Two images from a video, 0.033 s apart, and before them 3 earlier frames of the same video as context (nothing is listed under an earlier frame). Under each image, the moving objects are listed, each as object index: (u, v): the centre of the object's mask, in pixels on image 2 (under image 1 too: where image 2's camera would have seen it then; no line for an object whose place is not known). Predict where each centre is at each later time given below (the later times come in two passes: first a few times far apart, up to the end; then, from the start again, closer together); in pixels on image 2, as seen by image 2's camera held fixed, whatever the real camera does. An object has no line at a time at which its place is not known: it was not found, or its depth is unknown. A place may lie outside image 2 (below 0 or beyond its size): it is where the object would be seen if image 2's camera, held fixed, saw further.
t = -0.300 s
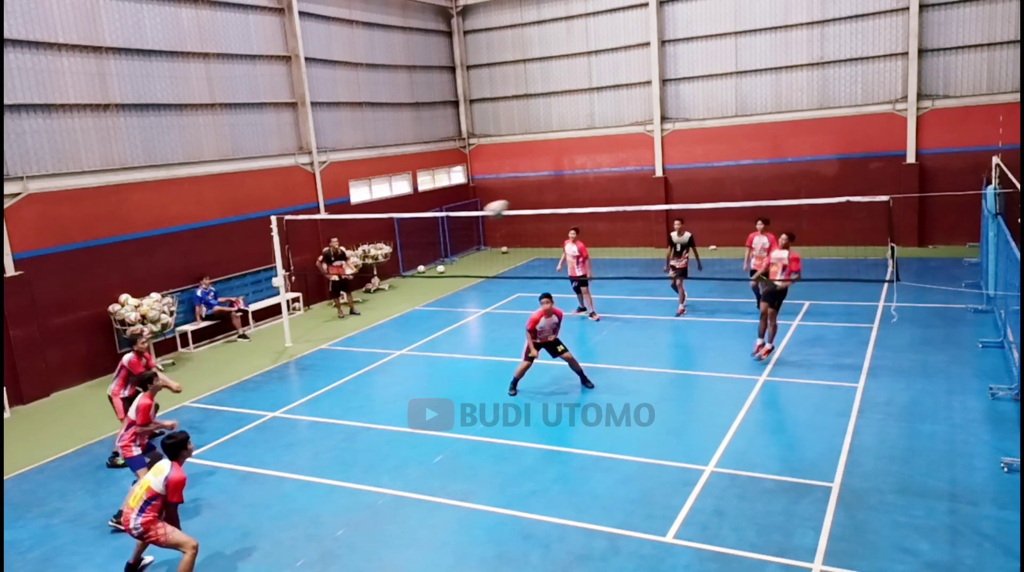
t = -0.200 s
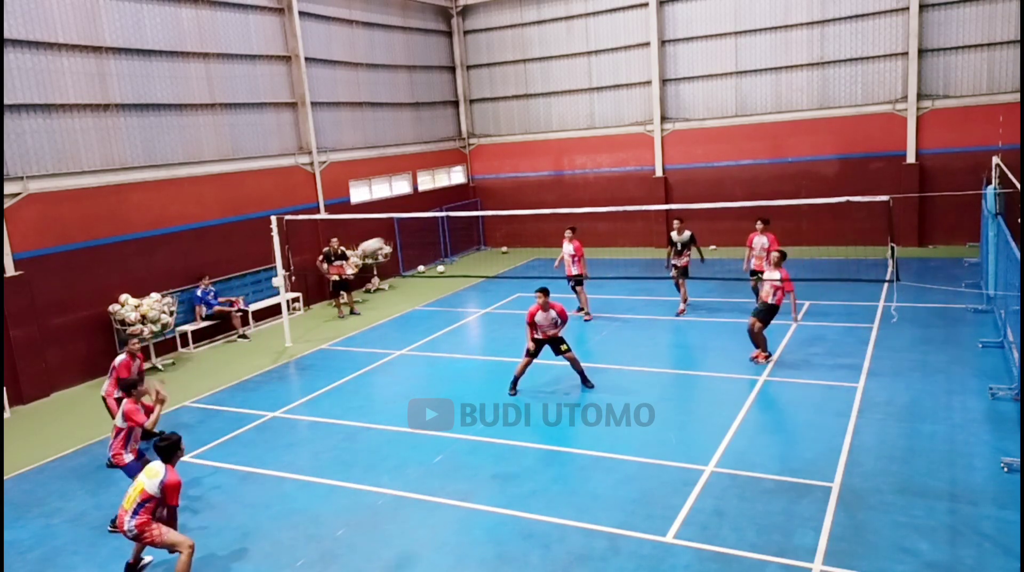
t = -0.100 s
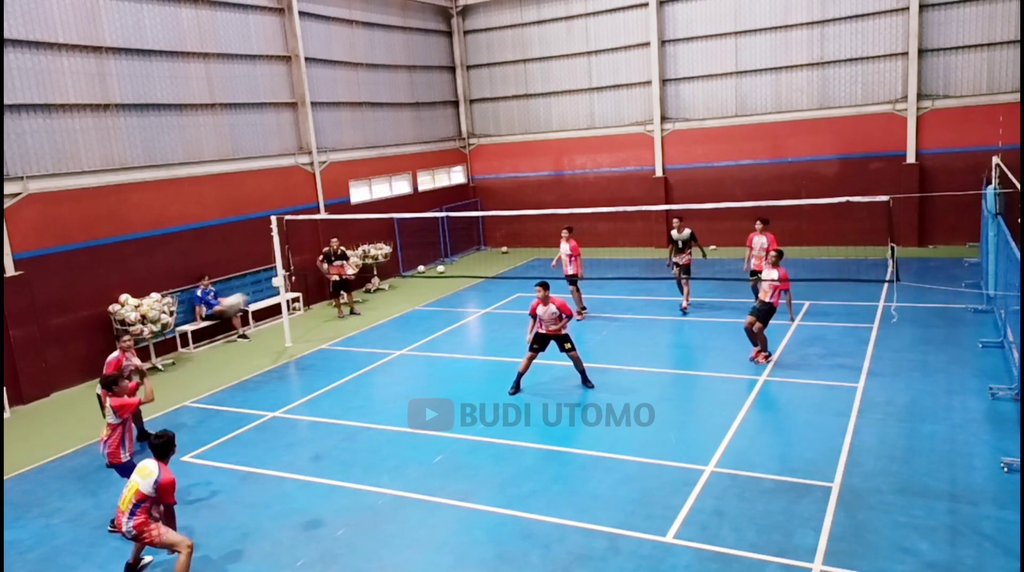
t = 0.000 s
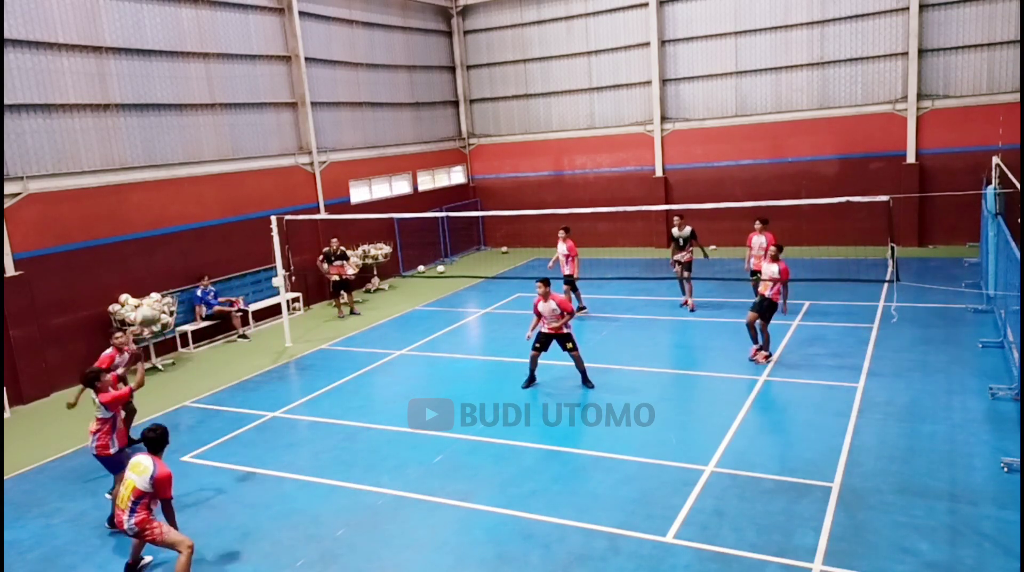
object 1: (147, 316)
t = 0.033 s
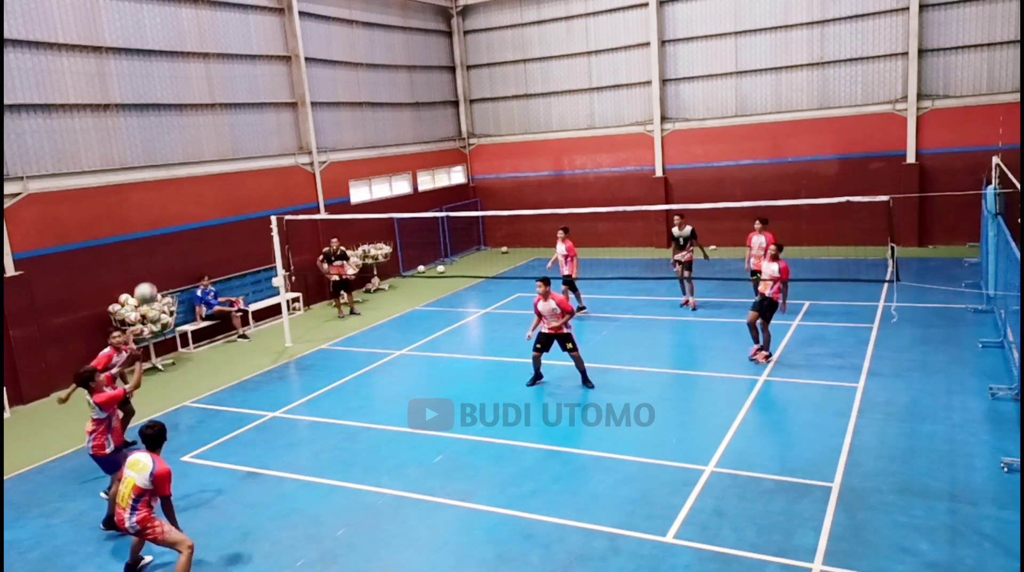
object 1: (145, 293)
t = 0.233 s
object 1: (154, 173)
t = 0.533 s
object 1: (177, 67)
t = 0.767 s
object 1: (204, 49)
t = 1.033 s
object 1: (243, 95)
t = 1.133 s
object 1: (260, 129)
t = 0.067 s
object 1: (147, 270)
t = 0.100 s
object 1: (148, 247)
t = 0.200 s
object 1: (152, 191)
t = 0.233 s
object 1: (154, 173)
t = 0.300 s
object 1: (157, 142)
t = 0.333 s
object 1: (160, 127)
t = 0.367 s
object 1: (162, 114)
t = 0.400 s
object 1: (165, 103)
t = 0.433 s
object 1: (168, 92)
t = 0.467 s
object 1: (171, 83)
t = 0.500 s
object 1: (174, 74)
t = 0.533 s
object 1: (177, 67)
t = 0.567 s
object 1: (181, 61)
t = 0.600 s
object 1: (184, 56)
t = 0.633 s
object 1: (187, 53)
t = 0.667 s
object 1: (191, 50)
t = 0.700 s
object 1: (195, 49)
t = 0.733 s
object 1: (200, 48)
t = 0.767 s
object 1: (204, 49)
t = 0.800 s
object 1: (208, 51)
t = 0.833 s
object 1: (213, 54)
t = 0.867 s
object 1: (218, 58)
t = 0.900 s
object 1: (223, 64)
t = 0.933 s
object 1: (228, 70)
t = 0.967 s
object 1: (233, 77)
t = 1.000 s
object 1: (238, 86)
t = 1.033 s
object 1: (243, 95)
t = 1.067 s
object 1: (249, 106)
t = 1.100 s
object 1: (254, 117)
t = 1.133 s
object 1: (260, 129)
